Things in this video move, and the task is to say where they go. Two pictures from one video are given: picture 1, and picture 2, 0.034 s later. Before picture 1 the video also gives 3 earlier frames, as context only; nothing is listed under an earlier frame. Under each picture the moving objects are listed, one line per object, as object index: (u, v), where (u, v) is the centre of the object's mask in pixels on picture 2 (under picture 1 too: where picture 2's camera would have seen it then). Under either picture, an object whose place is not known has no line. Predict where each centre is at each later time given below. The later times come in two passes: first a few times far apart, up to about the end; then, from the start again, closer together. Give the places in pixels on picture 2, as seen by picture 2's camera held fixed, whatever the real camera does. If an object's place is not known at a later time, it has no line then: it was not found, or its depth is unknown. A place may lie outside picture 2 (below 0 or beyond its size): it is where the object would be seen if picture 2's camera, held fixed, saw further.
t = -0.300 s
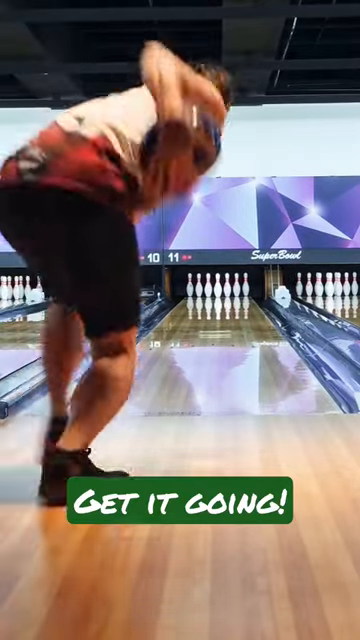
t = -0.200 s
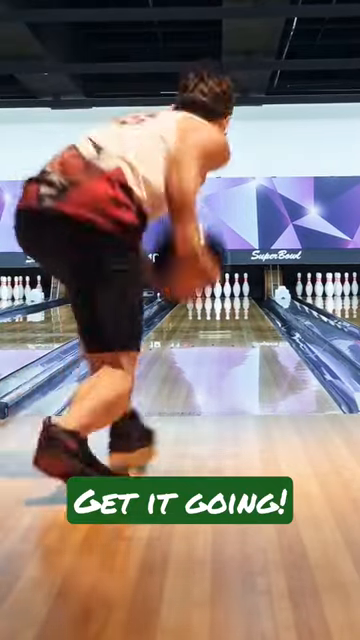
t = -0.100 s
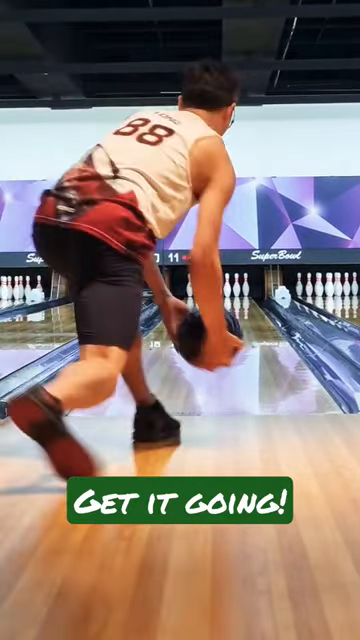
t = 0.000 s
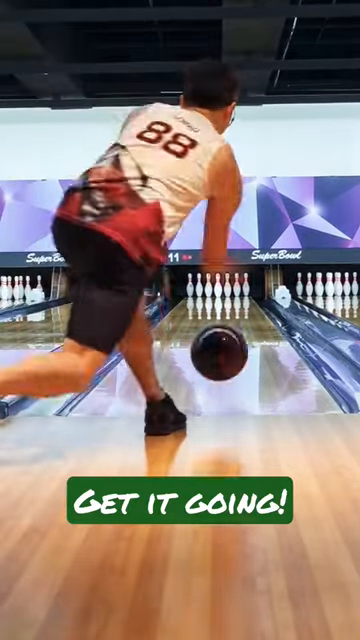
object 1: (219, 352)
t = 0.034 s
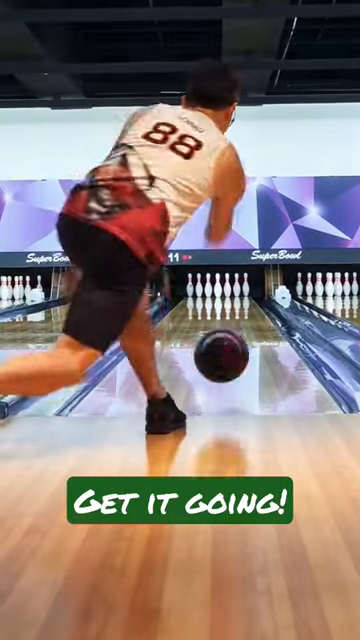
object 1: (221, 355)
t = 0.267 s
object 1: (231, 354)
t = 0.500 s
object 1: (236, 337)
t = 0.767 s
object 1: (239, 323)
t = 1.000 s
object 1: (239, 315)
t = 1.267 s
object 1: (240, 307)
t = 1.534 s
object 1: (240, 302)
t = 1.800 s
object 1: (237, 299)
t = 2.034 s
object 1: (234, 295)
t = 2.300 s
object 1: (228, 293)
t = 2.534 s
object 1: (222, 292)
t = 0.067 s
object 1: (223, 361)
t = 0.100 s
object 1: (224, 368)
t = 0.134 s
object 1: (226, 367)
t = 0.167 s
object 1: (227, 362)
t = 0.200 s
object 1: (229, 359)
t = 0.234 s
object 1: (230, 357)
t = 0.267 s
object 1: (231, 354)
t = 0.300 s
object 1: (232, 351)
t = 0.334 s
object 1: (233, 348)
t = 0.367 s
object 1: (234, 346)
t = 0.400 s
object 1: (234, 343)
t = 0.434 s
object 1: (235, 341)
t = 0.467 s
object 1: (235, 339)
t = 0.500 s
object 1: (236, 337)
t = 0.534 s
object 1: (237, 335)
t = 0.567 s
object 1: (237, 333)
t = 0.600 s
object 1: (237, 331)
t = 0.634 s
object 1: (238, 329)
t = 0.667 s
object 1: (238, 328)
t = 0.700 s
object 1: (238, 326)
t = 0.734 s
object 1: (238, 325)
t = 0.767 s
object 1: (239, 323)
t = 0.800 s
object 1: (239, 322)
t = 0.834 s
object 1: (240, 321)
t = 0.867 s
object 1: (240, 319)
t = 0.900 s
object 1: (240, 318)
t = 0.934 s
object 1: (240, 317)
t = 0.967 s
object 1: (240, 316)
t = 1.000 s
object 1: (239, 315)
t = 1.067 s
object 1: (240, 312)
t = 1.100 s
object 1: (240, 312)
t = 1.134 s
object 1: (240, 311)
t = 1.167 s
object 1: (240, 310)
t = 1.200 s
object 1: (240, 309)
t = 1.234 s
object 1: (241, 308)
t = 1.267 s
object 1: (240, 307)
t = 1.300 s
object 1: (240, 306)
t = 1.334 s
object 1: (240, 306)
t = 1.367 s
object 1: (240, 306)
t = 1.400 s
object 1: (241, 305)
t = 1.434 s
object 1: (240, 304)
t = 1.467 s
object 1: (240, 303)
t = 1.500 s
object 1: (240, 303)
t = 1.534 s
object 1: (240, 302)
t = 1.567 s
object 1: (240, 302)
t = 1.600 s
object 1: (240, 301)
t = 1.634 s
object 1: (239, 301)
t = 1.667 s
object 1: (239, 300)
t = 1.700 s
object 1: (239, 300)
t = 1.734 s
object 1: (239, 299)
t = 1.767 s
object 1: (238, 299)
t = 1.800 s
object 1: (237, 299)
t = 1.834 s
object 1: (238, 298)
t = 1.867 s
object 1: (237, 298)
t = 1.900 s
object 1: (237, 298)
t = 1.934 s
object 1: (236, 297)
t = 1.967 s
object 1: (236, 296)
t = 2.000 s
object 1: (235, 296)
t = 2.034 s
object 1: (234, 295)
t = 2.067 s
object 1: (233, 295)
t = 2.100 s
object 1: (233, 295)
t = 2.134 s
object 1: (232, 295)
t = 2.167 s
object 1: (232, 295)
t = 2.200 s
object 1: (231, 294)
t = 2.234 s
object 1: (229, 294)
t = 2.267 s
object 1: (229, 294)
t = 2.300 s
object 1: (228, 293)
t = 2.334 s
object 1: (227, 292)
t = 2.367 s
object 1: (227, 293)
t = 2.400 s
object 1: (226, 292)
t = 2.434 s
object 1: (223, 292)
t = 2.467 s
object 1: (223, 292)
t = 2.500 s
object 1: (223, 292)
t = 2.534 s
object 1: (222, 292)
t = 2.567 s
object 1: (222, 291)
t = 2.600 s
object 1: (222, 291)
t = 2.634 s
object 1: (223, 291)
